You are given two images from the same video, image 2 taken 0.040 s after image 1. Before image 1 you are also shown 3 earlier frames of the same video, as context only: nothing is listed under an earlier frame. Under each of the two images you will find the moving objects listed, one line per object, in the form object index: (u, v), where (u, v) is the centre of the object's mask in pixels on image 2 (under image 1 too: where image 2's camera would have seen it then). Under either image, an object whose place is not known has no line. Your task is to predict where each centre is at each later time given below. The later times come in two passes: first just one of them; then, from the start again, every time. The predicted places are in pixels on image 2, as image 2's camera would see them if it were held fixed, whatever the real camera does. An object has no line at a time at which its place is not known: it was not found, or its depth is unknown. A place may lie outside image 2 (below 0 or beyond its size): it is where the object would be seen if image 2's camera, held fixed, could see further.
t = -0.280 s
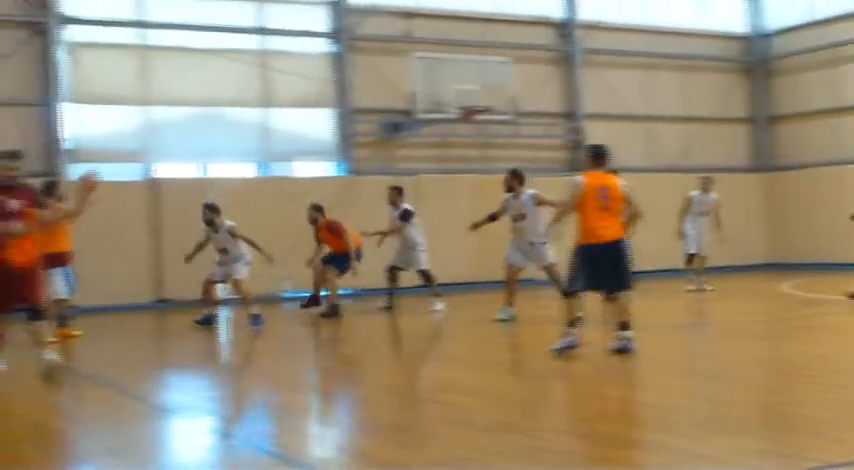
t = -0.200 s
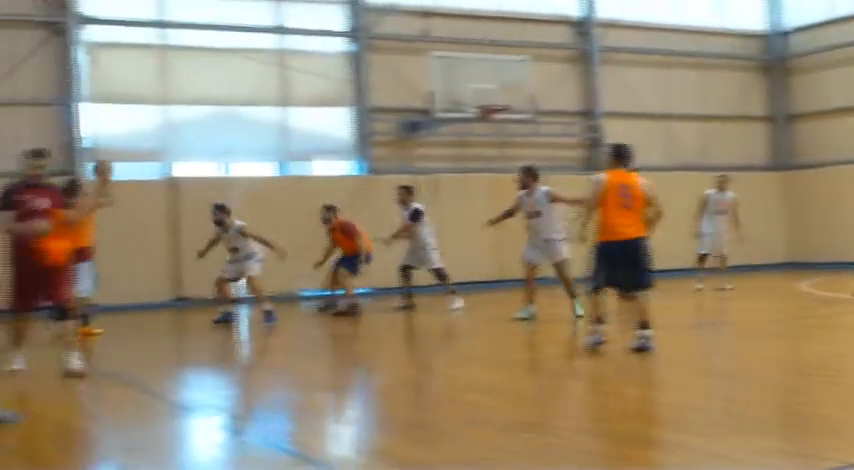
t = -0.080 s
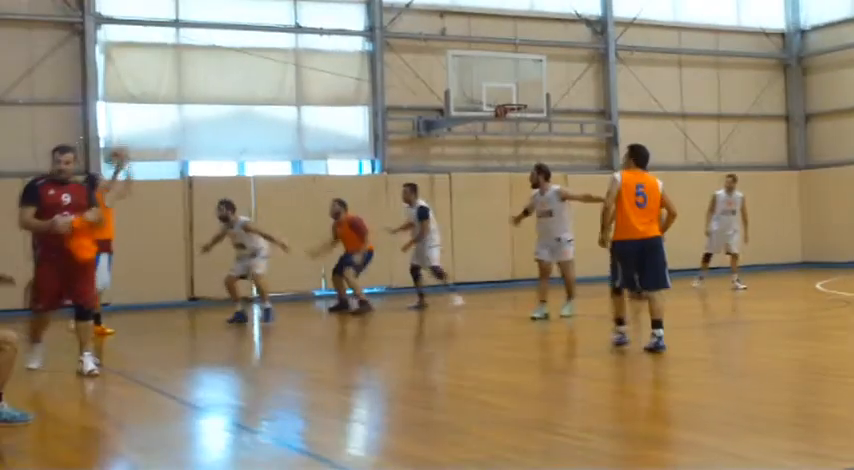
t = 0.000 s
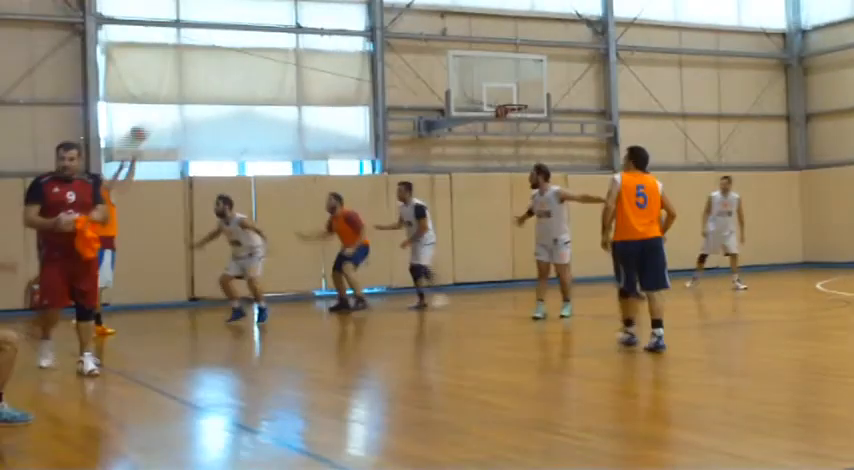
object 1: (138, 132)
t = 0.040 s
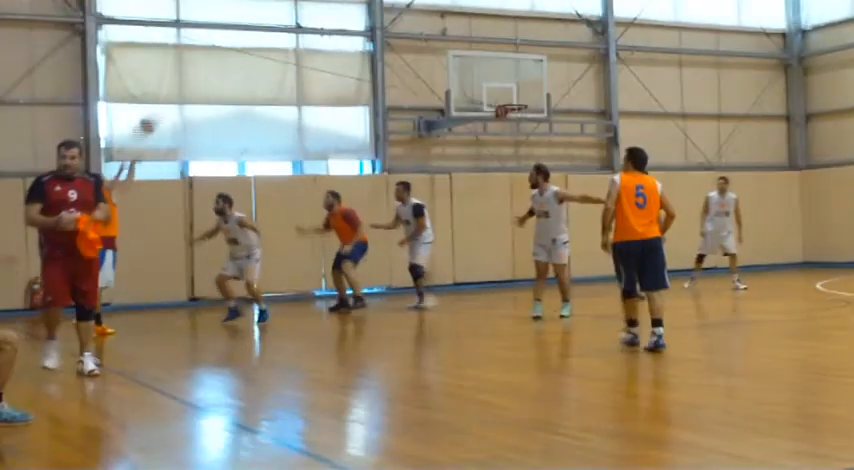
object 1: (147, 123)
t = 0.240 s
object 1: (196, 97)
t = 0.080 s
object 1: (158, 116)
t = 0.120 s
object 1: (167, 109)
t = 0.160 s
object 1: (176, 103)
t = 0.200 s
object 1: (187, 99)
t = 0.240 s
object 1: (196, 97)
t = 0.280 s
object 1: (205, 96)
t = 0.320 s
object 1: (212, 96)
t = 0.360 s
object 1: (222, 96)
